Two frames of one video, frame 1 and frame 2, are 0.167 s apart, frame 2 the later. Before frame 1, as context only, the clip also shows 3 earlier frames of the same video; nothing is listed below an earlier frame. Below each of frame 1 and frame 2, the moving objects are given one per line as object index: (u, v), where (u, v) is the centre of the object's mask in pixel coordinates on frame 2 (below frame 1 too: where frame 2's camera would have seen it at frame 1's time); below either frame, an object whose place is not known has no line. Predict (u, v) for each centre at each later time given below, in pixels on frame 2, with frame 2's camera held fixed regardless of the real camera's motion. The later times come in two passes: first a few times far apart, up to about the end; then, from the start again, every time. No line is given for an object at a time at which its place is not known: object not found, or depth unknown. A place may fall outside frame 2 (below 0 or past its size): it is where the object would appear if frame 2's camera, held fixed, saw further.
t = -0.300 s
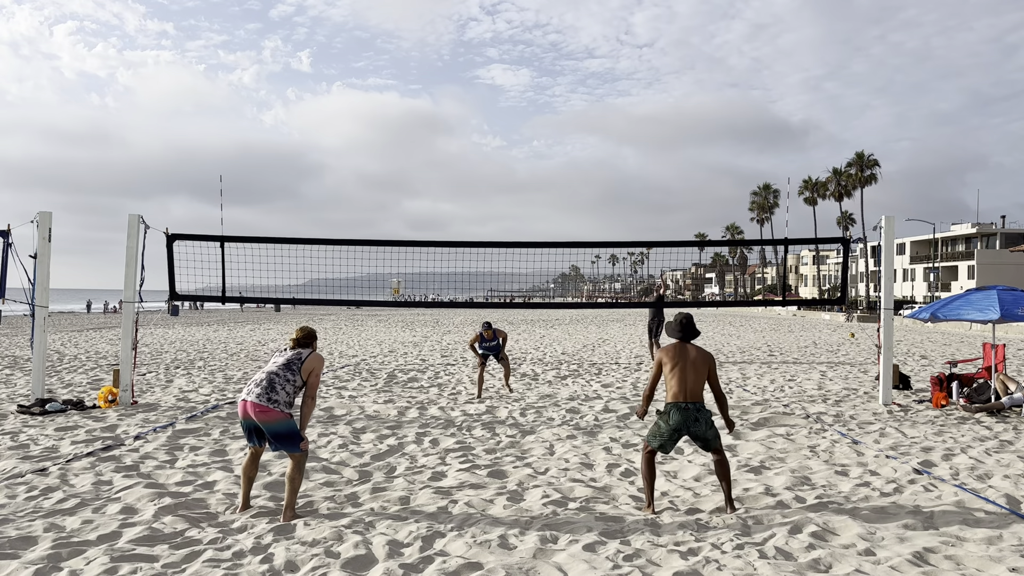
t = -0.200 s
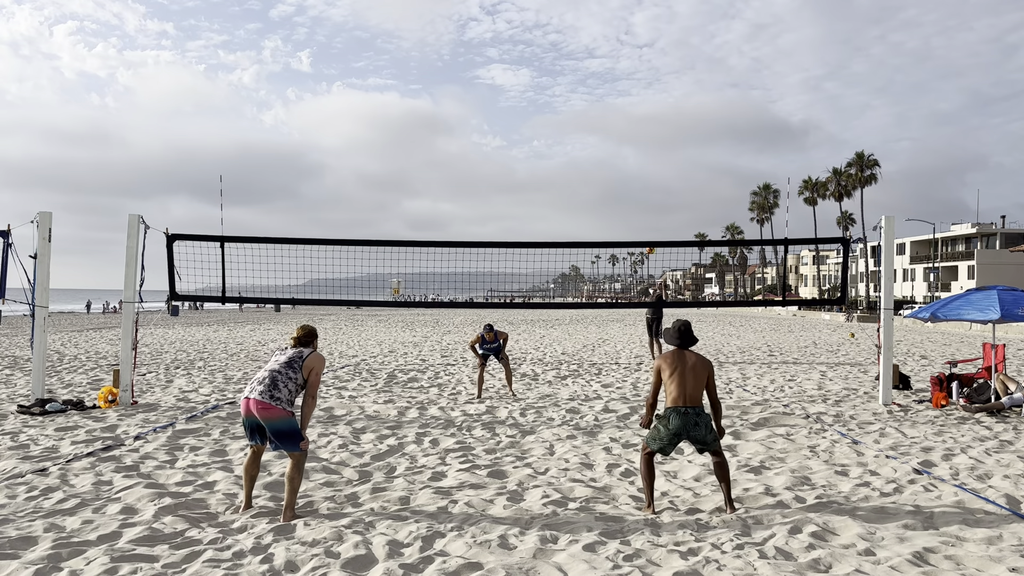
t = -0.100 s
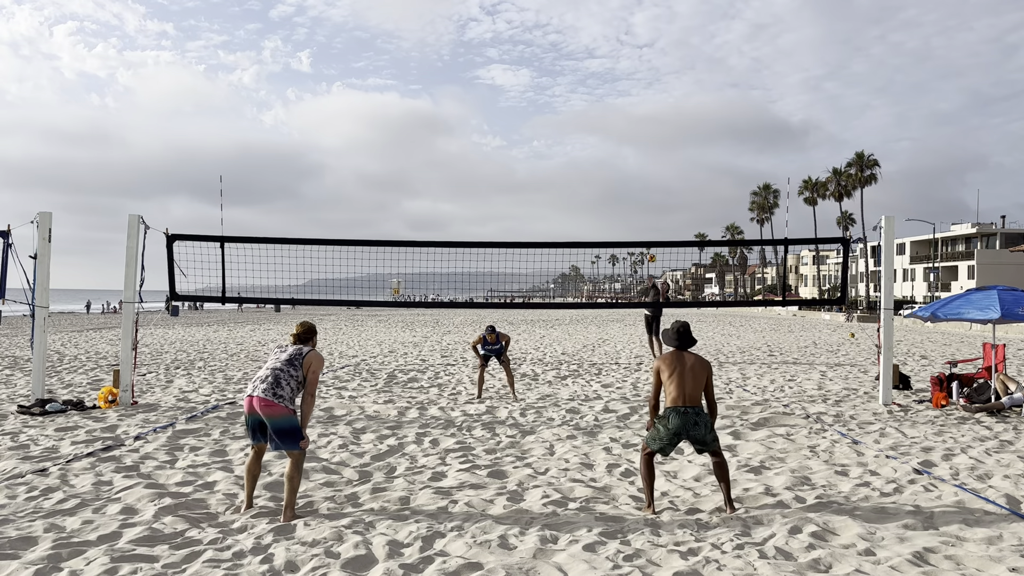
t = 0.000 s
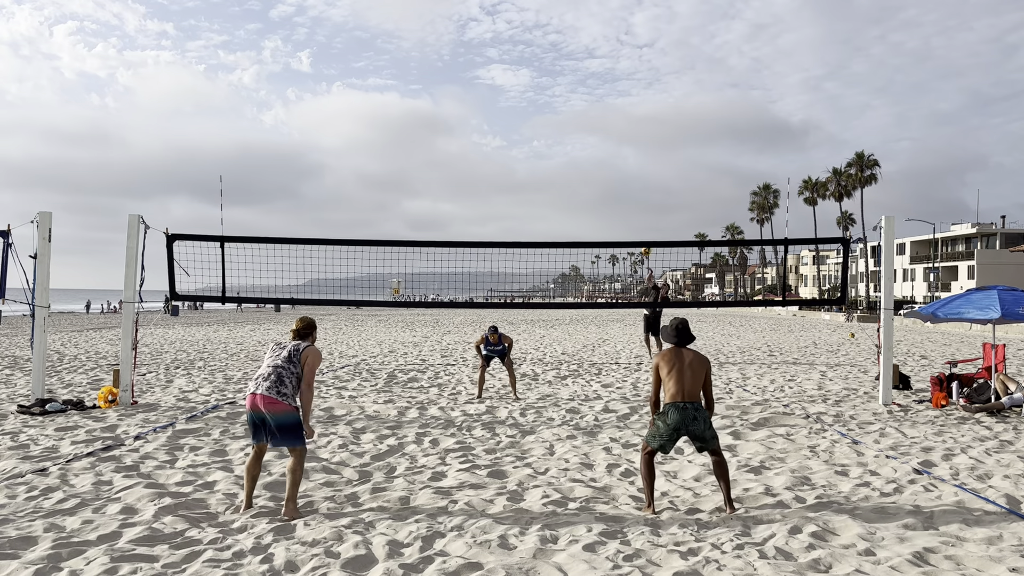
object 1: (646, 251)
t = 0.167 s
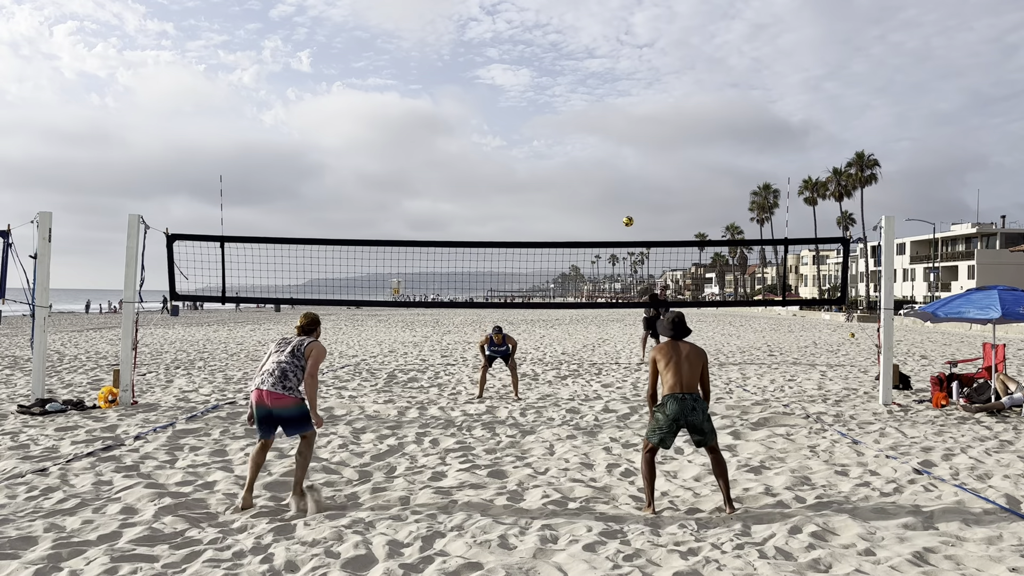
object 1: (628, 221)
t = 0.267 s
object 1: (614, 211)
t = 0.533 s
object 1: (567, 223)
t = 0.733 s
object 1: (520, 297)
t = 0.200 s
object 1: (624, 217)
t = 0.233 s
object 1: (619, 213)
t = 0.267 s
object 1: (614, 211)
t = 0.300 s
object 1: (609, 209)
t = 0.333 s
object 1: (604, 208)
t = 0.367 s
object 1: (598, 208)
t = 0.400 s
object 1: (593, 209)
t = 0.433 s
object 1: (587, 211)
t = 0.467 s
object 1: (580, 214)
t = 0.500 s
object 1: (574, 218)
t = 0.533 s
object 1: (567, 223)
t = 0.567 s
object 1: (560, 231)
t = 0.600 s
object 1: (553, 240)
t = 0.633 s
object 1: (546, 251)
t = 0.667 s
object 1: (537, 264)
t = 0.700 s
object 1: (529, 279)
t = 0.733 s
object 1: (520, 297)
